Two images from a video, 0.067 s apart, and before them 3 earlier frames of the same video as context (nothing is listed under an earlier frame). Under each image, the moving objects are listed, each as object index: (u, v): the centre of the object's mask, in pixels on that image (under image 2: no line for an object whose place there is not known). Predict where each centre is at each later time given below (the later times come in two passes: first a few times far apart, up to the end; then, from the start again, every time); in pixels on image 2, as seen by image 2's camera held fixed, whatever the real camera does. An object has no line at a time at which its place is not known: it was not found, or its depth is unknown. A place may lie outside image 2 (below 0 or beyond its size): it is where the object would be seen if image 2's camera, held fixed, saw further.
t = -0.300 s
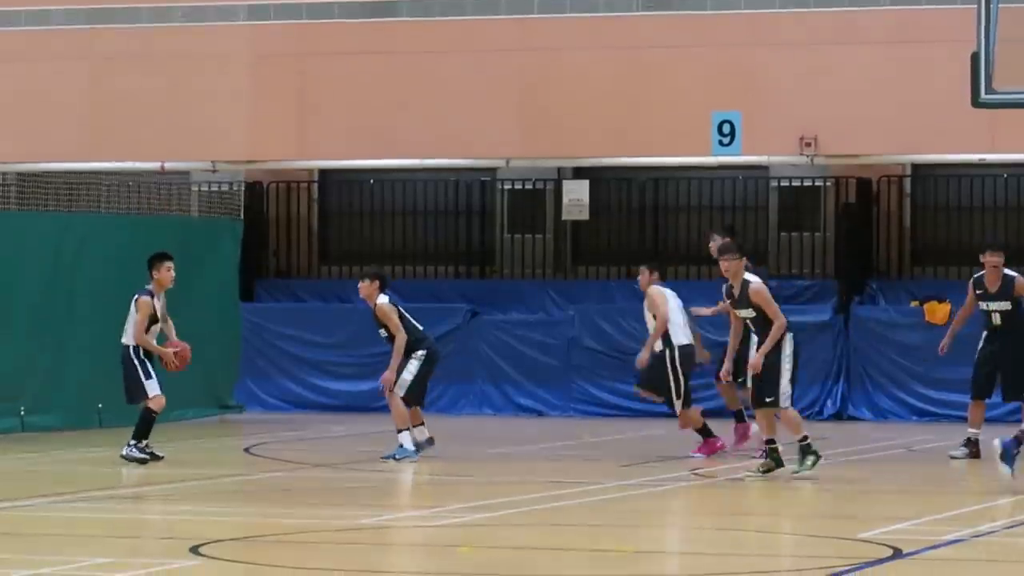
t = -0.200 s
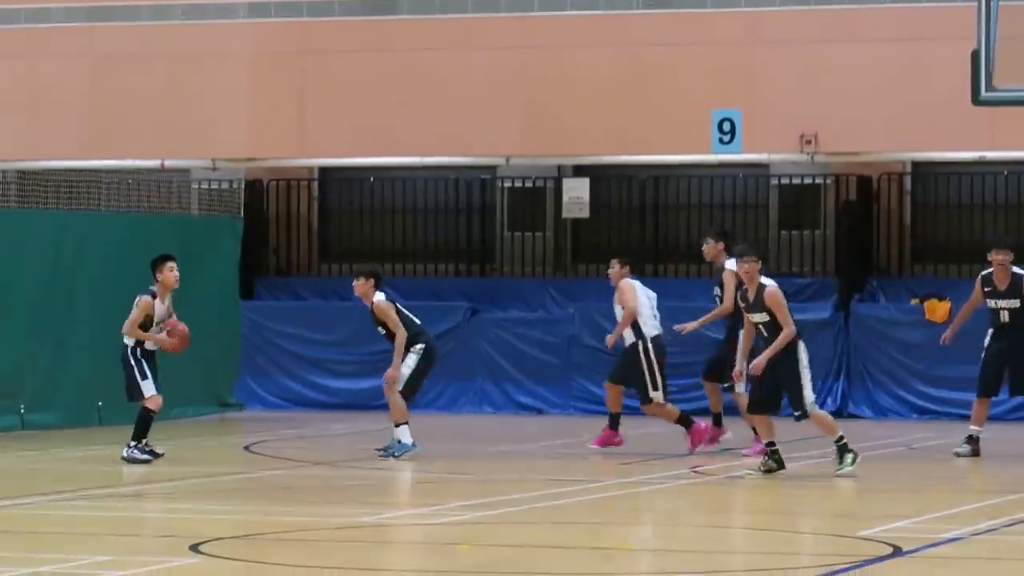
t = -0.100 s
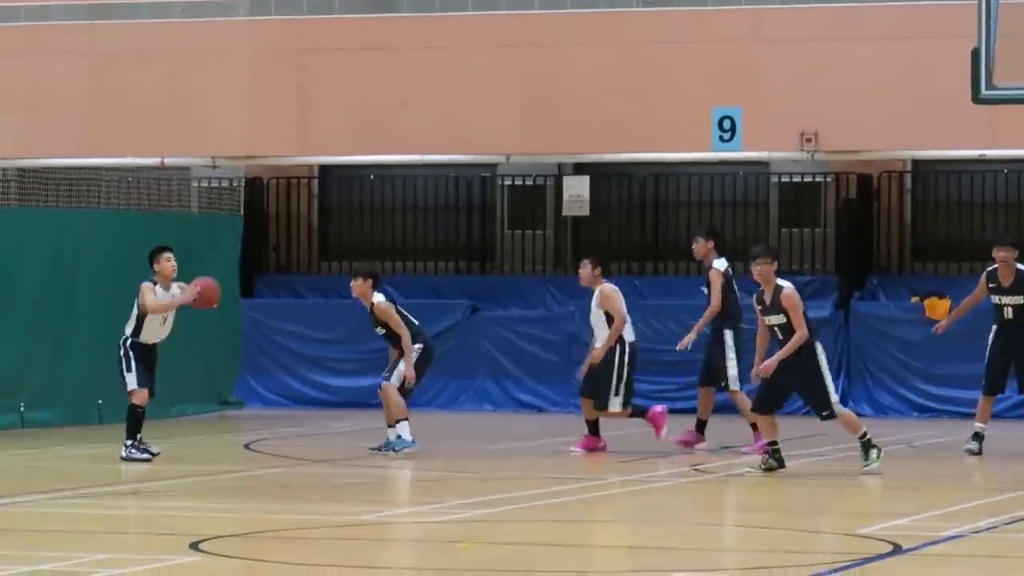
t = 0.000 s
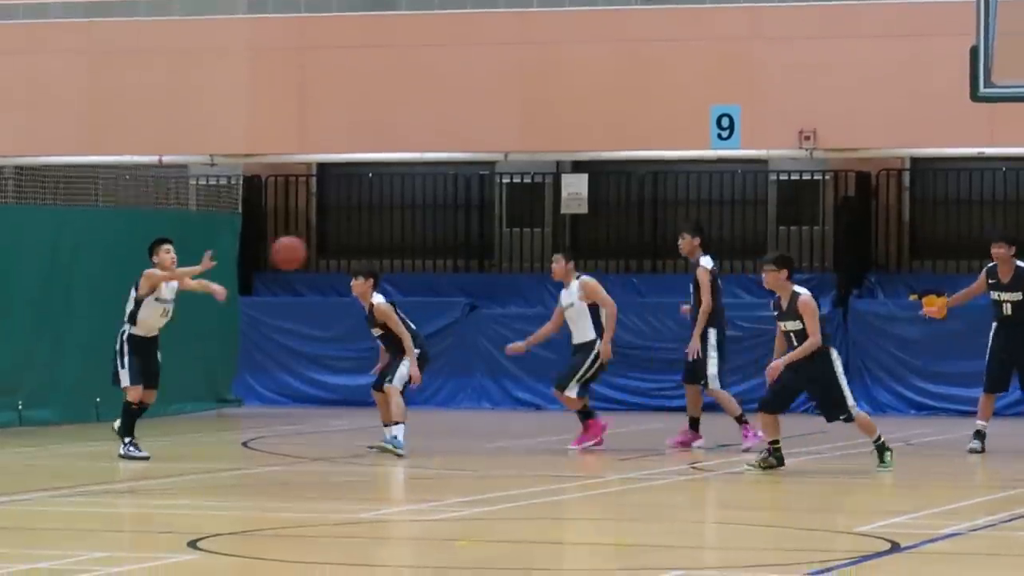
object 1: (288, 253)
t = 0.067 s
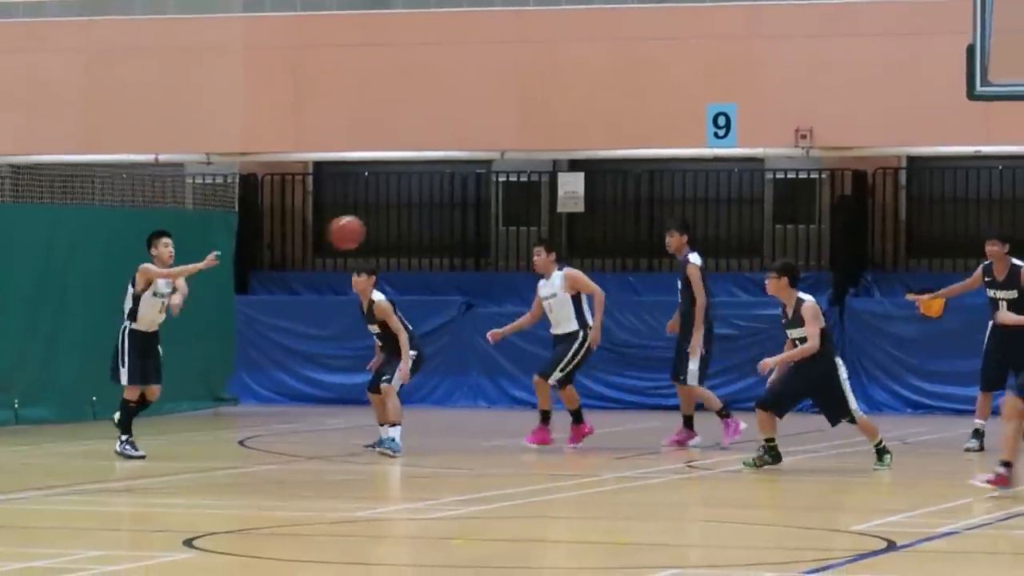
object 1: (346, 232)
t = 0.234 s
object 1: (510, 205)
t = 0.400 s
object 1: (684, 214)
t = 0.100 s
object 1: (378, 224)
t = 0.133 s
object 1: (410, 217)
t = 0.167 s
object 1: (442, 212)
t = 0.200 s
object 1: (475, 208)
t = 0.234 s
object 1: (510, 205)
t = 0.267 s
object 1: (542, 204)
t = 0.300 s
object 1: (580, 205)
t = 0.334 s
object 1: (613, 206)
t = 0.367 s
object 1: (648, 209)
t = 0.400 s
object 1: (684, 214)
